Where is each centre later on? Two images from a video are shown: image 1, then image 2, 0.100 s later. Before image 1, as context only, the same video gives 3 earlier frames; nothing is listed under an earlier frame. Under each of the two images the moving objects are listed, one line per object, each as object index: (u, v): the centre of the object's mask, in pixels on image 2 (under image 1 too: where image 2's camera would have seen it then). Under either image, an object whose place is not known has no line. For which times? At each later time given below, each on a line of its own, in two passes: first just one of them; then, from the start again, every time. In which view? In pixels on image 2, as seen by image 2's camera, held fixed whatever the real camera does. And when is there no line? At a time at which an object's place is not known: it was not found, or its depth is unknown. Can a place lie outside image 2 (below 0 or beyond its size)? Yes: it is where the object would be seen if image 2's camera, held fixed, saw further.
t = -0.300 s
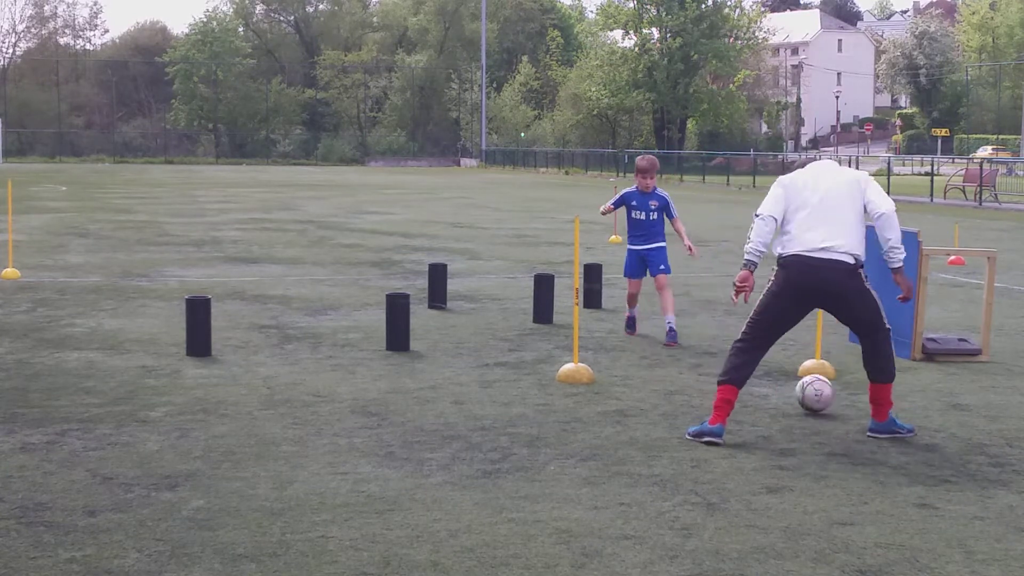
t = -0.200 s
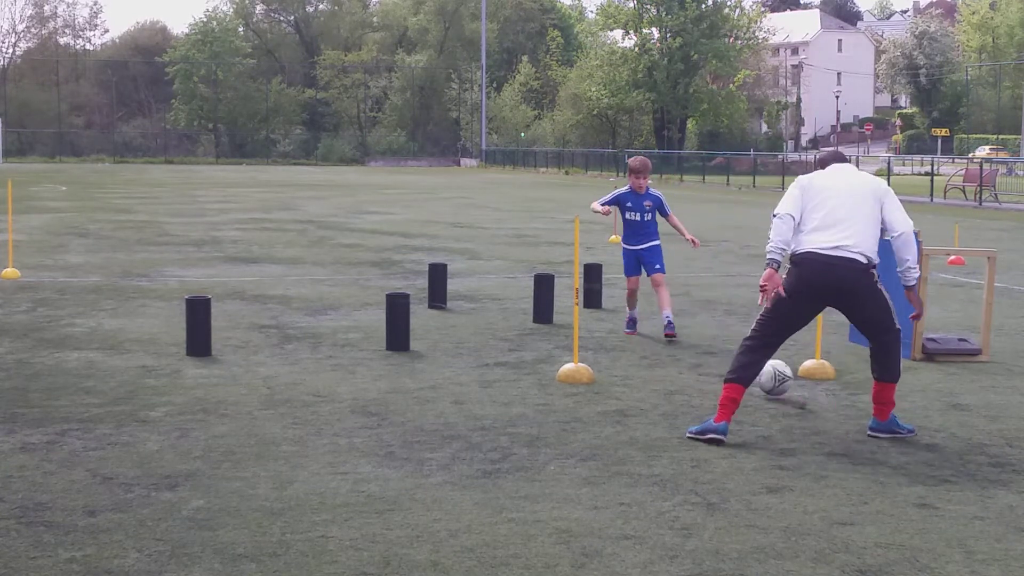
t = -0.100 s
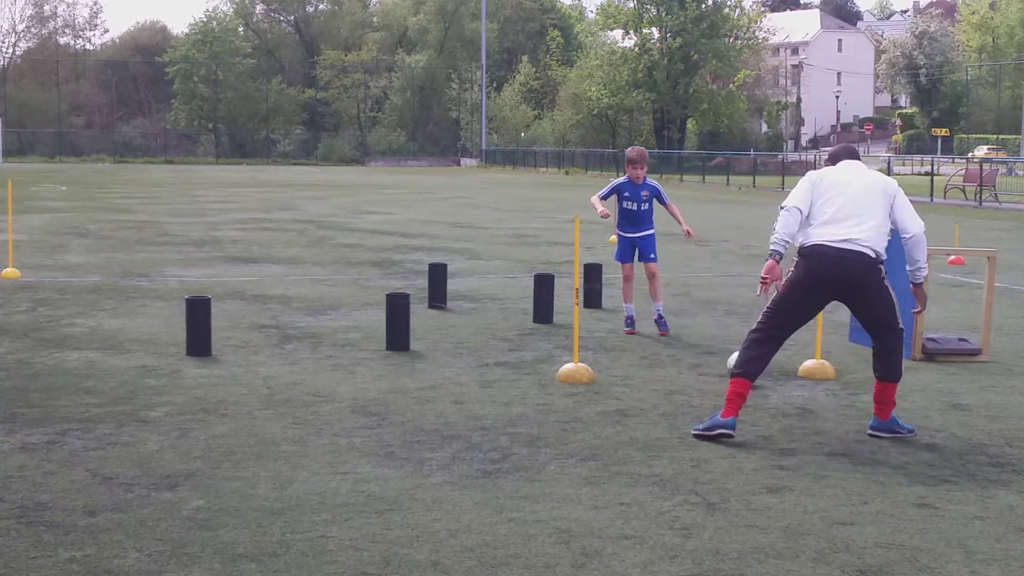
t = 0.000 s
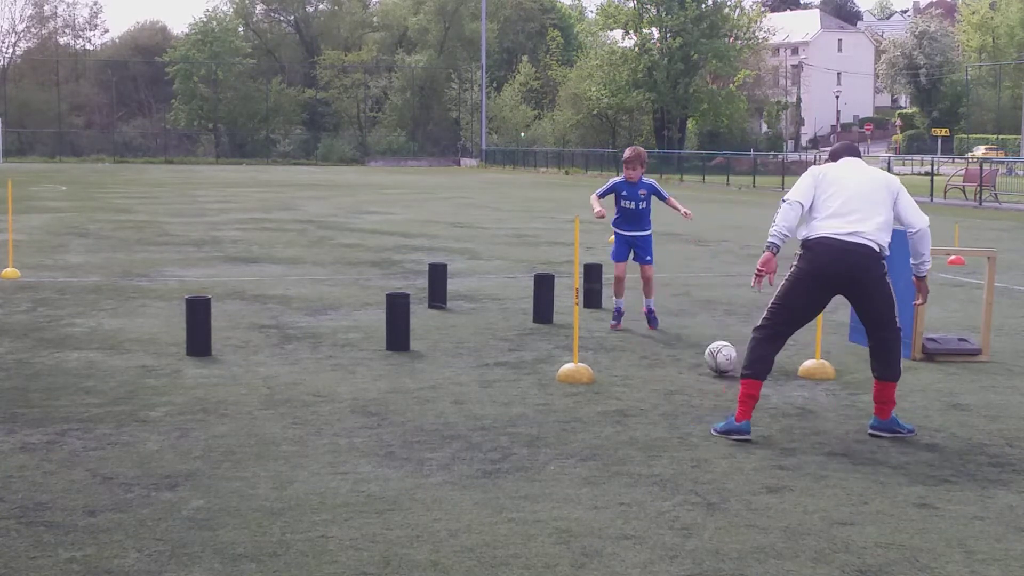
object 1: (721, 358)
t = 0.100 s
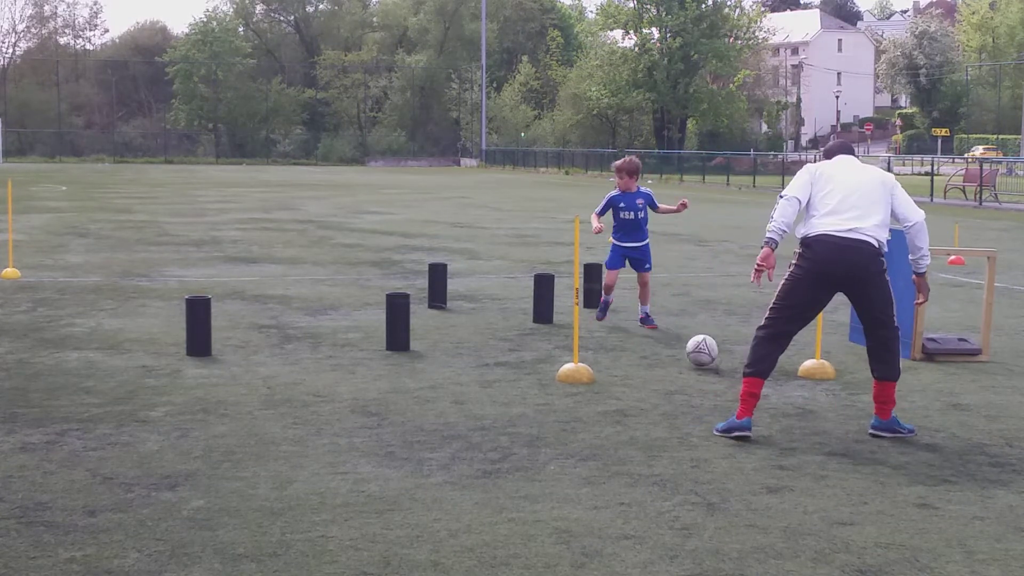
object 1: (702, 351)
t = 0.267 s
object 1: (675, 343)
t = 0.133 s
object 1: (696, 349)
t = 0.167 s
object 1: (691, 349)
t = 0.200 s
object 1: (685, 346)
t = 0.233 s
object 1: (680, 344)
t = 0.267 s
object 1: (675, 343)
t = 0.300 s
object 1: (670, 341)
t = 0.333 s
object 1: (666, 339)
